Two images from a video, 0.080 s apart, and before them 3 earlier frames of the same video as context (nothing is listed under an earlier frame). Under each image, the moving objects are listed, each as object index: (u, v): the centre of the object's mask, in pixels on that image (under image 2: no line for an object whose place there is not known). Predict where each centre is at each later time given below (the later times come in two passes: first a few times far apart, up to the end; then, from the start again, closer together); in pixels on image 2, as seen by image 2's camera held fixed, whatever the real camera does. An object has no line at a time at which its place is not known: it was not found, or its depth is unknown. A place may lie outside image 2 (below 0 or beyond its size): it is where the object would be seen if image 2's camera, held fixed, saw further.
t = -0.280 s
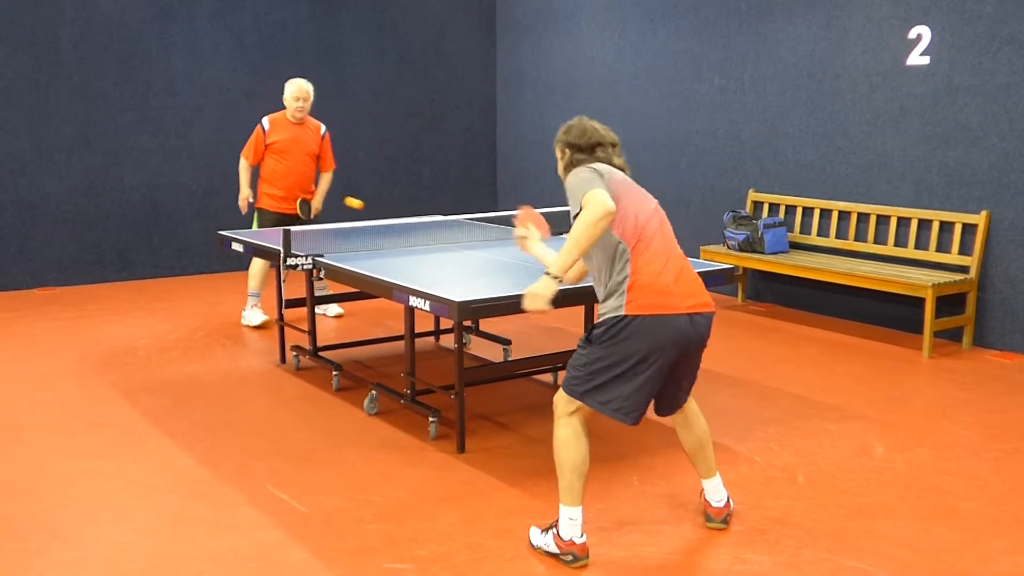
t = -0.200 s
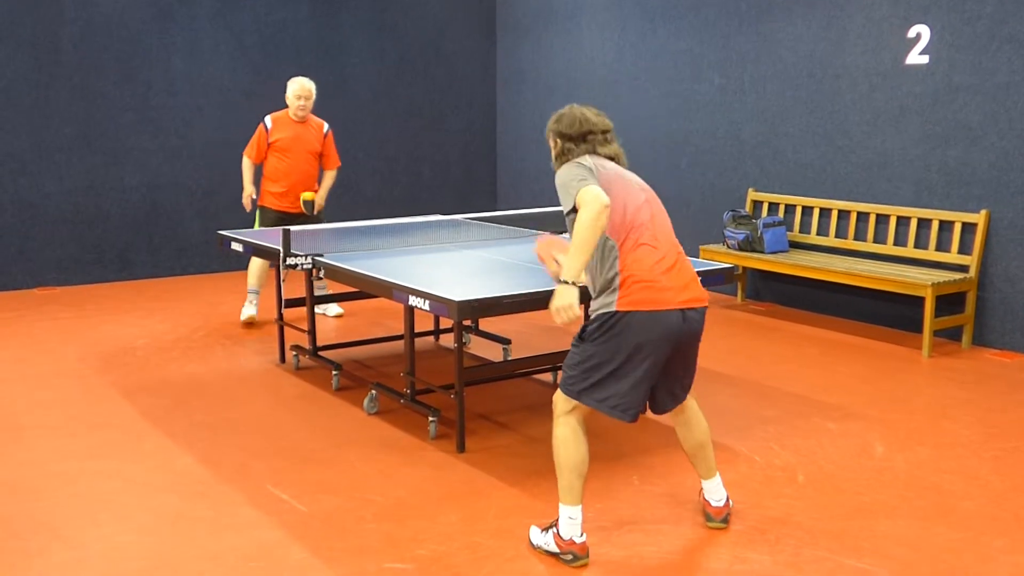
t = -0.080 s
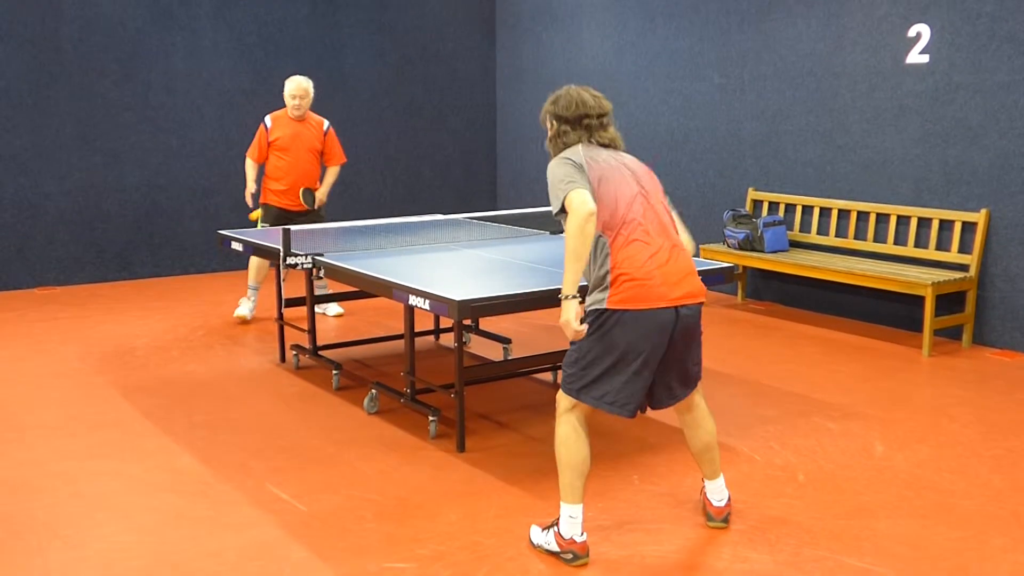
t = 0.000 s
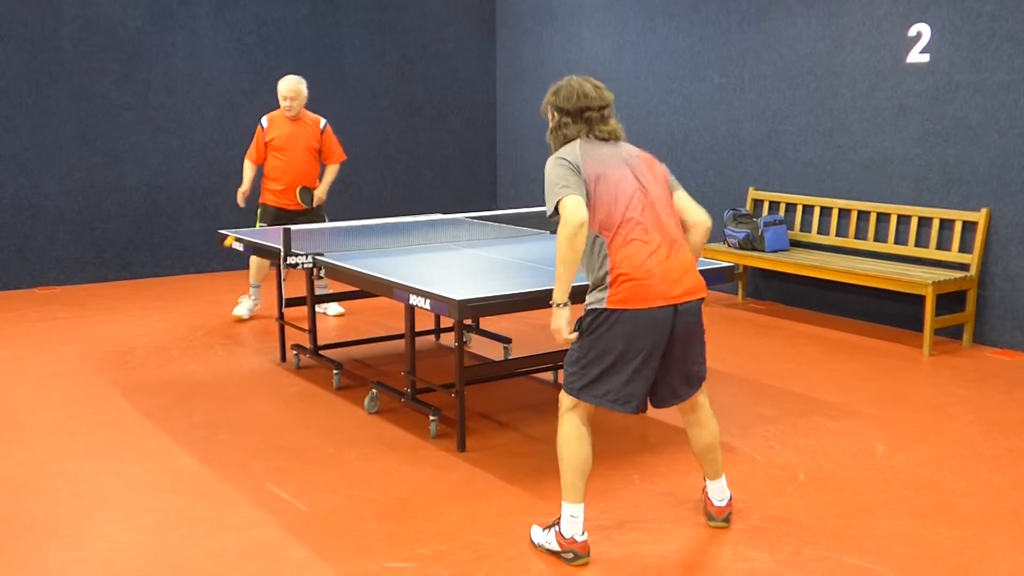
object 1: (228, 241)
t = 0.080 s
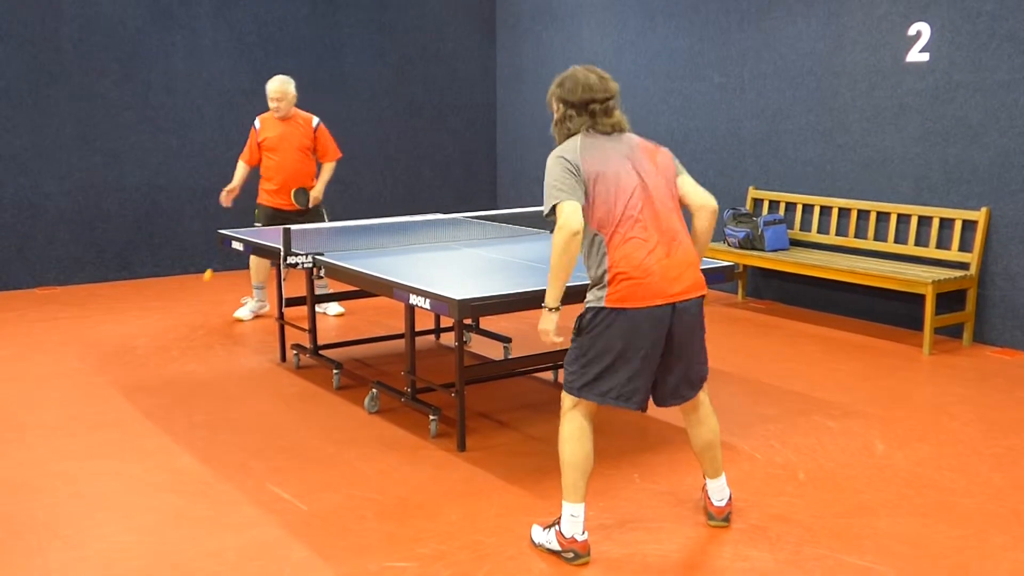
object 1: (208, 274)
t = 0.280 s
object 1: (163, 286)
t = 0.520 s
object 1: (123, 225)
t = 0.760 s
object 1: (97, 250)
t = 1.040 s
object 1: (89, 237)
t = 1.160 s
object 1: (99, 224)
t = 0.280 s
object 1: (163, 286)
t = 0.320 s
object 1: (156, 268)
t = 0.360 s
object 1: (148, 253)
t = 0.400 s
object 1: (142, 242)
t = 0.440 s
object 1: (135, 233)
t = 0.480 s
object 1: (129, 227)
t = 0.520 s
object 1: (123, 225)
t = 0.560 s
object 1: (118, 224)
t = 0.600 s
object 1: (114, 225)
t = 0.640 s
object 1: (109, 229)
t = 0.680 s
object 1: (104, 234)
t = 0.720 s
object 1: (100, 241)
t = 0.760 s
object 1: (97, 250)
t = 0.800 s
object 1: (93, 261)
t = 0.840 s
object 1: (91, 274)
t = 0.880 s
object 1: (87, 281)
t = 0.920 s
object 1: (82, 267)
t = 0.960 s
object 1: (83, 255)
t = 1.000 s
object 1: (86, 245)
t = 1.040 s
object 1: (89, 237)
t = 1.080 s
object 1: (92, 231)
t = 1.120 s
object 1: (96, 226)
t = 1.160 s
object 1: (99, 224)
